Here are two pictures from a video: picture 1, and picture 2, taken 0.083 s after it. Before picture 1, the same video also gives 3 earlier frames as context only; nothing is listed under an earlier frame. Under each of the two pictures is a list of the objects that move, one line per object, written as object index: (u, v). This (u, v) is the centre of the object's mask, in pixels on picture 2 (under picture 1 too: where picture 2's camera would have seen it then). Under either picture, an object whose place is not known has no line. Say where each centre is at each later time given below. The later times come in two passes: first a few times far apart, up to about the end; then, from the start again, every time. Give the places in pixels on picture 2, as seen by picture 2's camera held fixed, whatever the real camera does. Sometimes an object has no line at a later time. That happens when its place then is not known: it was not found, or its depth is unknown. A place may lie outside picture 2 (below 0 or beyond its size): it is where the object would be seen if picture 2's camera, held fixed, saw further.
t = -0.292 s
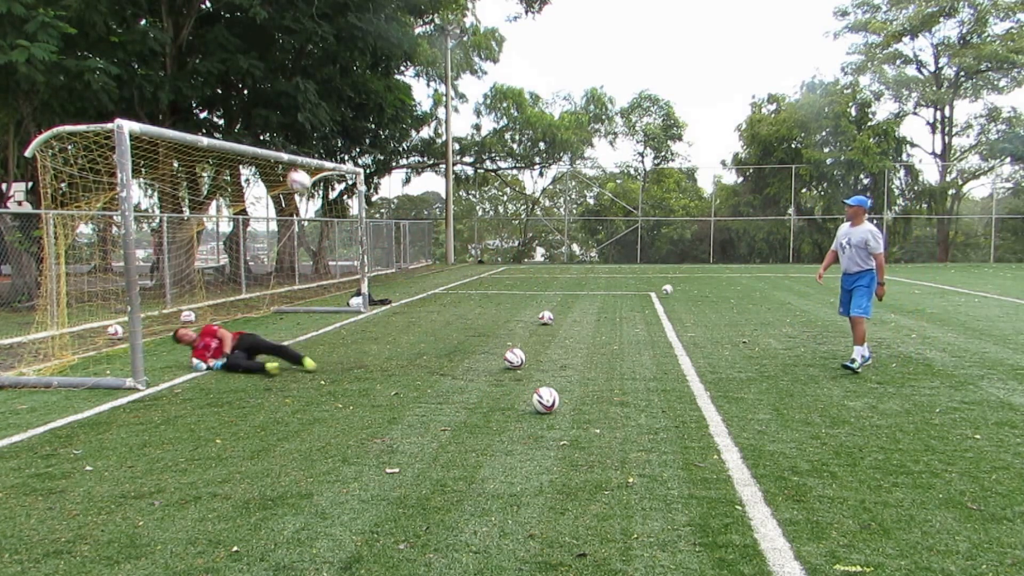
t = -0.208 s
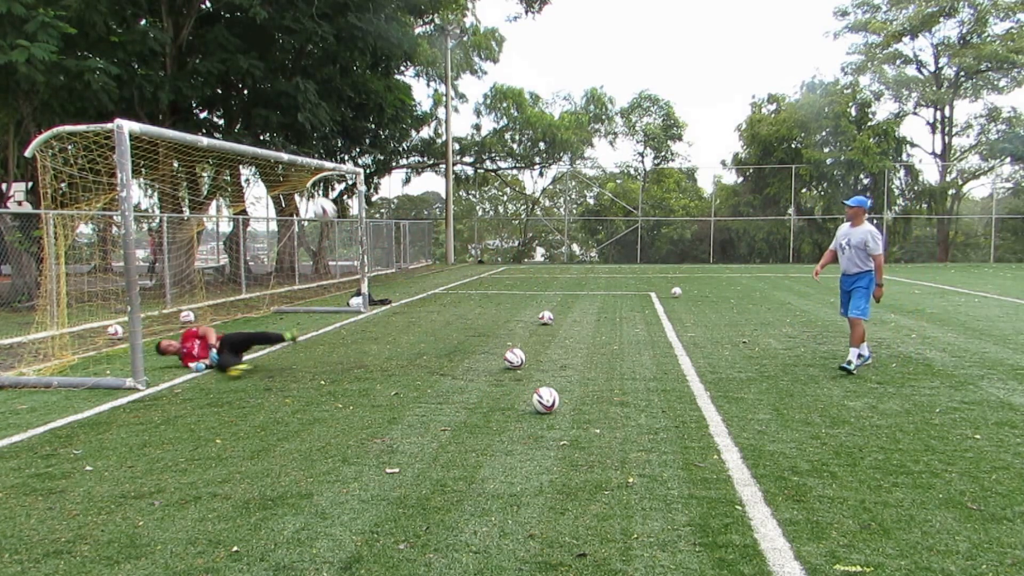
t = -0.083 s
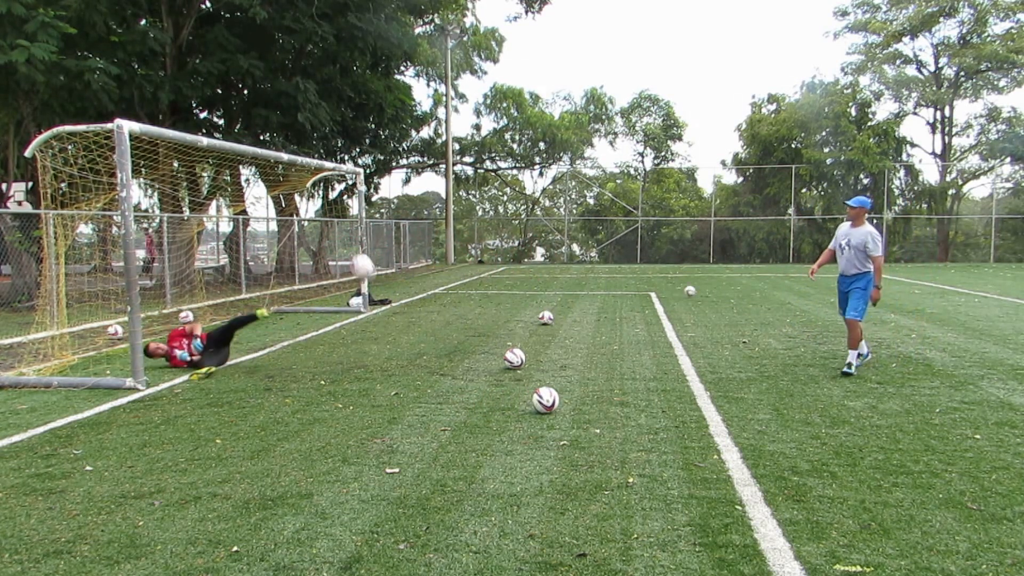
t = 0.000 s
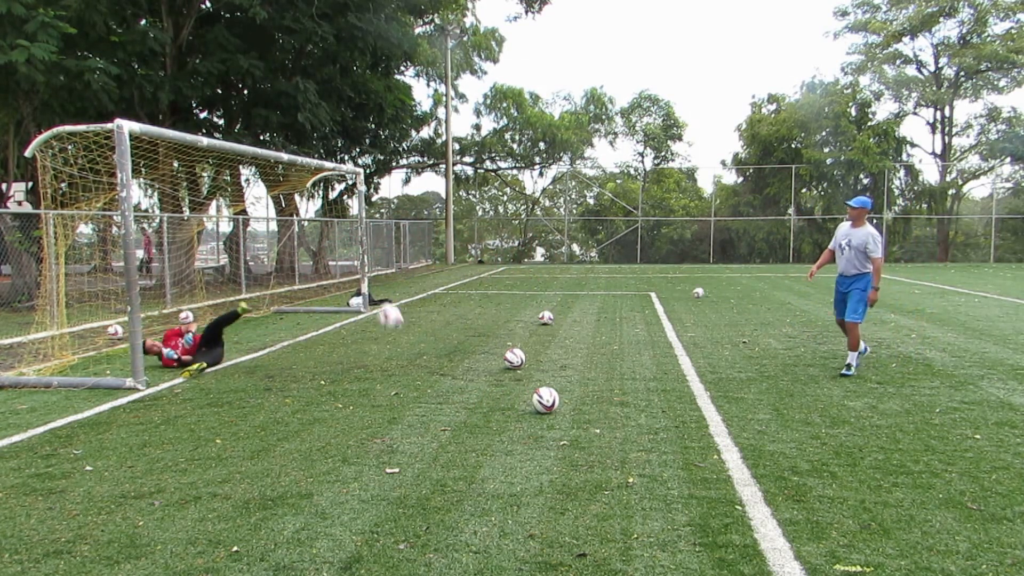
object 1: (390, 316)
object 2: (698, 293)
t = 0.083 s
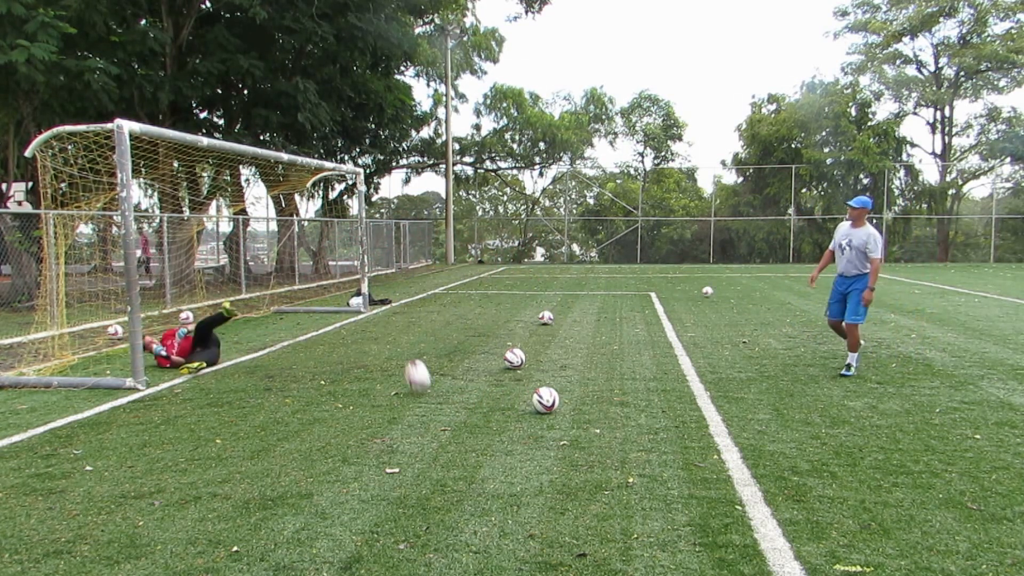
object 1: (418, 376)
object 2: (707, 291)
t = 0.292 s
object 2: (729, 293)
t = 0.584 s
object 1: (508, 253)
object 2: (758, 294)
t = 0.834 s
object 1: (559, 285)
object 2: (783, 295)
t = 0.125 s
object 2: (711, 292)
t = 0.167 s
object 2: (716, 292)
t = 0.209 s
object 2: (720, 292)
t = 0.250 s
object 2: (724, 293)
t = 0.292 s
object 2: (729, 293)
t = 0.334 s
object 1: (462, 291)
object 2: (733, 293)
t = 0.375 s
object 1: (469, 279)
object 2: (737, 293)
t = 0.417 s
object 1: (477, 271)
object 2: (742, 293)
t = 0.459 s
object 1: (485, 263)
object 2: (746, 293)
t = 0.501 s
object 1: (492, 258)
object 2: (750, 293)
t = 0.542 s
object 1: (500, 254)
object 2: (754, 294)
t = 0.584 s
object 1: (508, 253)
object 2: (758, 294)
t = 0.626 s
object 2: (762, 294)
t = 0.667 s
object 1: (524, 255)
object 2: (766, 294)
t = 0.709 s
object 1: (534, 260)
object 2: (771, 294)
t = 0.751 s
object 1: (542, 264)
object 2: (775, 294)
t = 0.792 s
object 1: (550, 275)
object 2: (779, 294)
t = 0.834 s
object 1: (559, 285)
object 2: (783, 295)
